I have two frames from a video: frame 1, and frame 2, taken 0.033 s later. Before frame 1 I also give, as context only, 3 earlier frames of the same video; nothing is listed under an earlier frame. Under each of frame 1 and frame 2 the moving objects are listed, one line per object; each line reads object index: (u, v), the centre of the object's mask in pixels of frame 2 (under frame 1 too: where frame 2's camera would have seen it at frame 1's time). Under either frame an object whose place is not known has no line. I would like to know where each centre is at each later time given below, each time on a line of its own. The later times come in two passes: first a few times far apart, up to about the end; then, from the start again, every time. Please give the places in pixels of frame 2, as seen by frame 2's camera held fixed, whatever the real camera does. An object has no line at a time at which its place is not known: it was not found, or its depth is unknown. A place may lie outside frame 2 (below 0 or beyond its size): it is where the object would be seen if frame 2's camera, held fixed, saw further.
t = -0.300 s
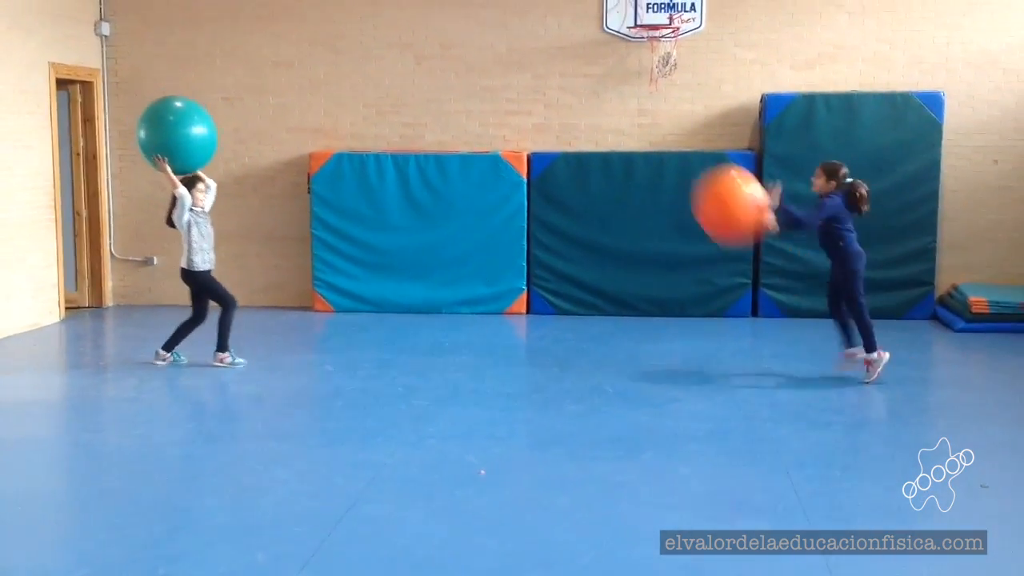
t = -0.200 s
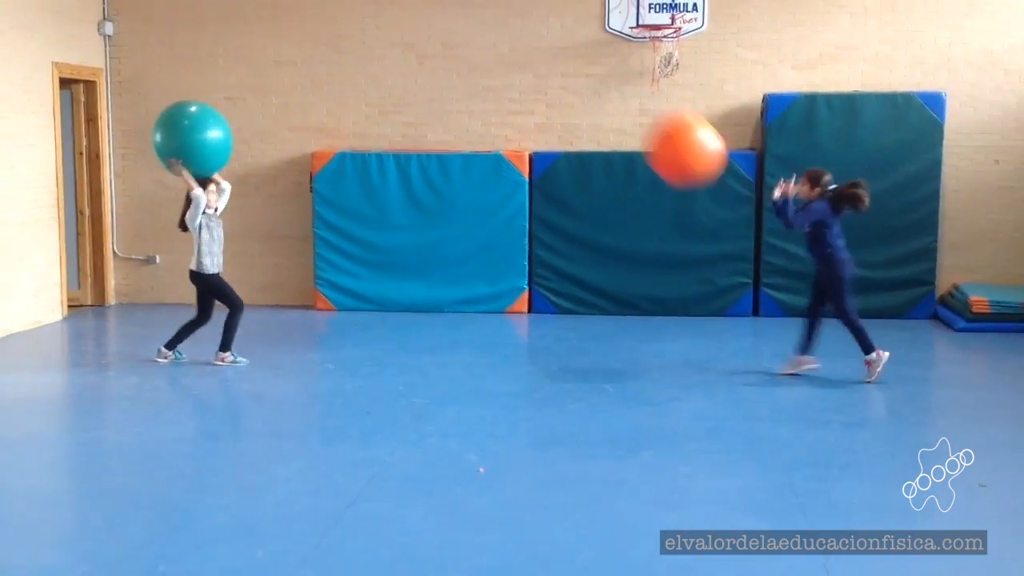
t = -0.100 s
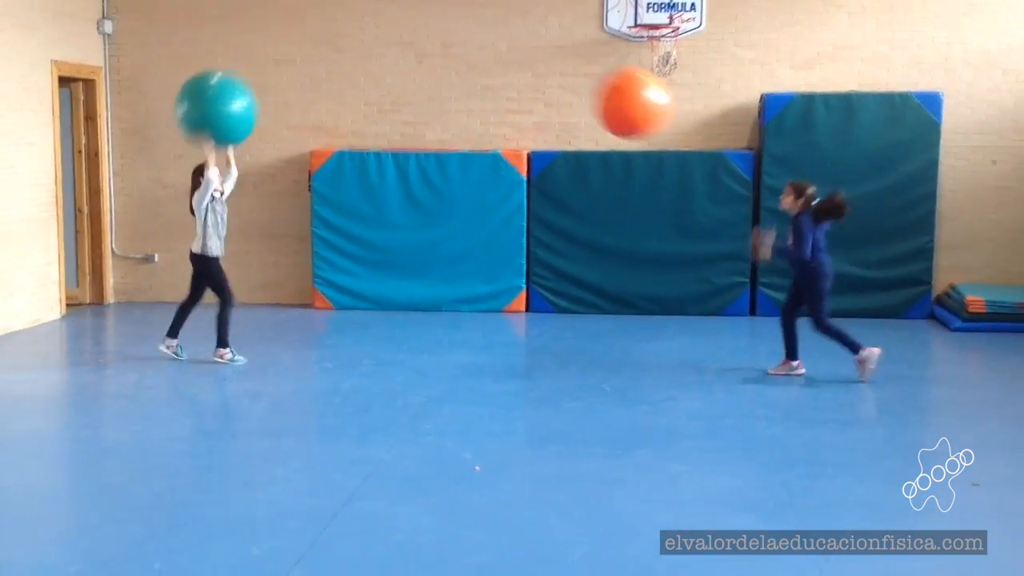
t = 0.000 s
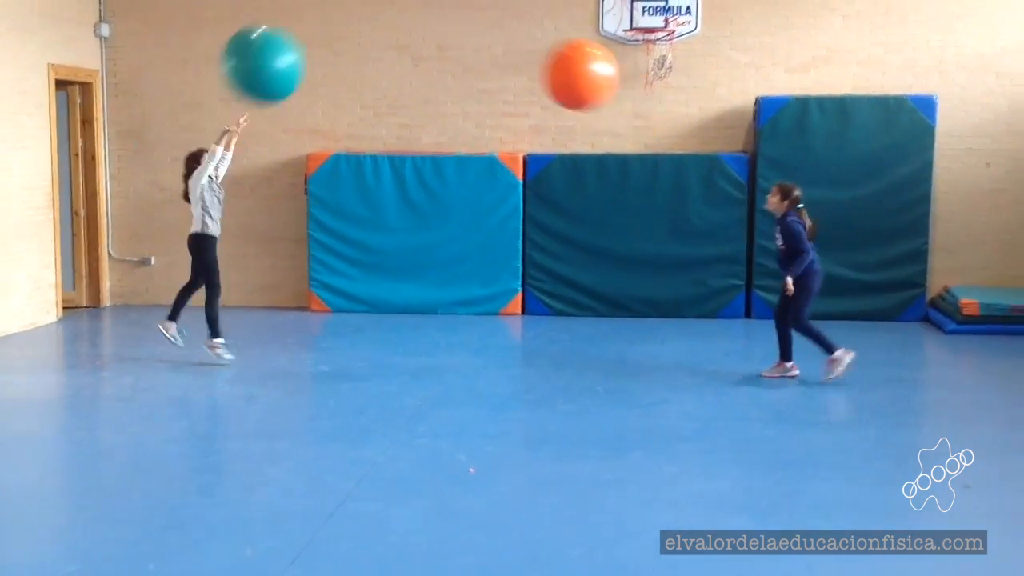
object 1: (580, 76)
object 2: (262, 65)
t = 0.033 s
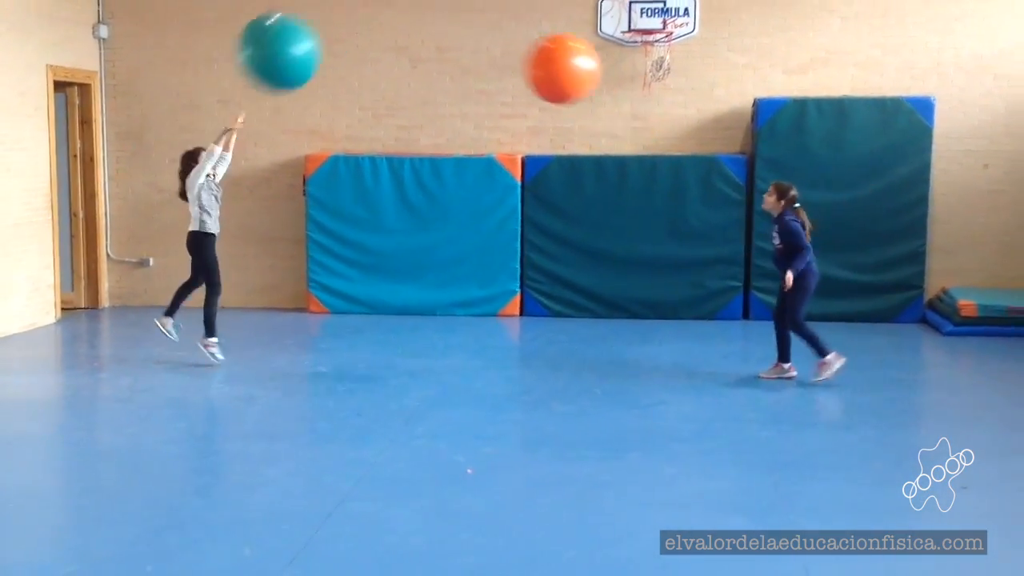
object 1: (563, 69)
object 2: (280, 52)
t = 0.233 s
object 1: (471, 52)
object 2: (388, 10)
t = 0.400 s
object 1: (398, 79)
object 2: (482, 2)
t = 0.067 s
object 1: (548, 63)
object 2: (297, 39)
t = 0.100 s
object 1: (532, 57)
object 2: (315, 30)
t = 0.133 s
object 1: (516, 54)
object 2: (333, 23)
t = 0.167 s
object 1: (501, 52)
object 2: (352, 18)
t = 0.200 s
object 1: (486, 52)
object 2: (370, 13)
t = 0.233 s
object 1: (471, 52)
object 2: (388, 10)
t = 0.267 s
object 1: (456, 55)
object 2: (407, 7)
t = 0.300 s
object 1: (441, 59)
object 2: (426, 4)
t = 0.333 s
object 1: (426, 64)
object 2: (444, 2)
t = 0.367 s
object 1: (412, 71)
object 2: (464, 1)
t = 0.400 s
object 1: (398, 79)
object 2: (482, 2)
